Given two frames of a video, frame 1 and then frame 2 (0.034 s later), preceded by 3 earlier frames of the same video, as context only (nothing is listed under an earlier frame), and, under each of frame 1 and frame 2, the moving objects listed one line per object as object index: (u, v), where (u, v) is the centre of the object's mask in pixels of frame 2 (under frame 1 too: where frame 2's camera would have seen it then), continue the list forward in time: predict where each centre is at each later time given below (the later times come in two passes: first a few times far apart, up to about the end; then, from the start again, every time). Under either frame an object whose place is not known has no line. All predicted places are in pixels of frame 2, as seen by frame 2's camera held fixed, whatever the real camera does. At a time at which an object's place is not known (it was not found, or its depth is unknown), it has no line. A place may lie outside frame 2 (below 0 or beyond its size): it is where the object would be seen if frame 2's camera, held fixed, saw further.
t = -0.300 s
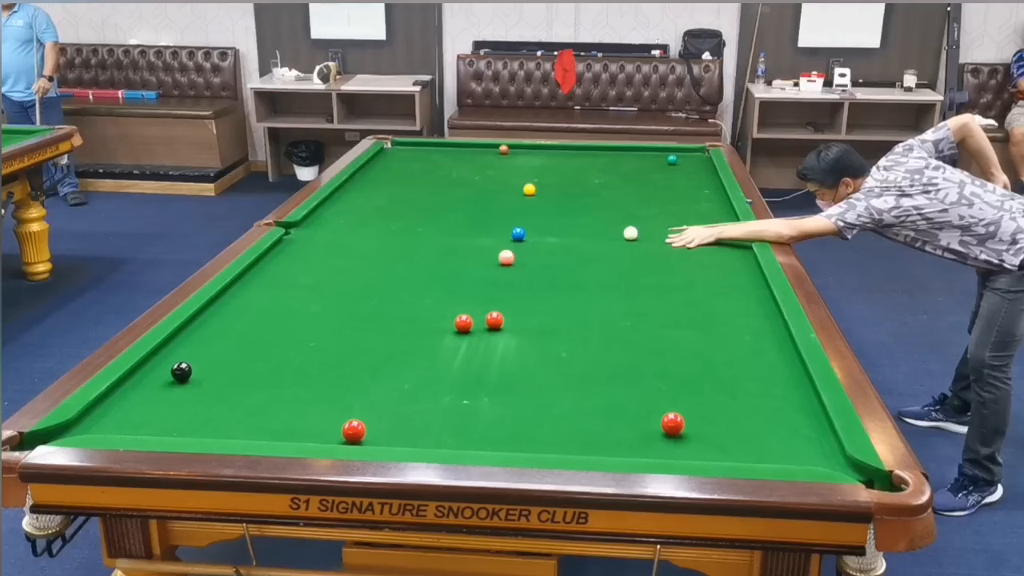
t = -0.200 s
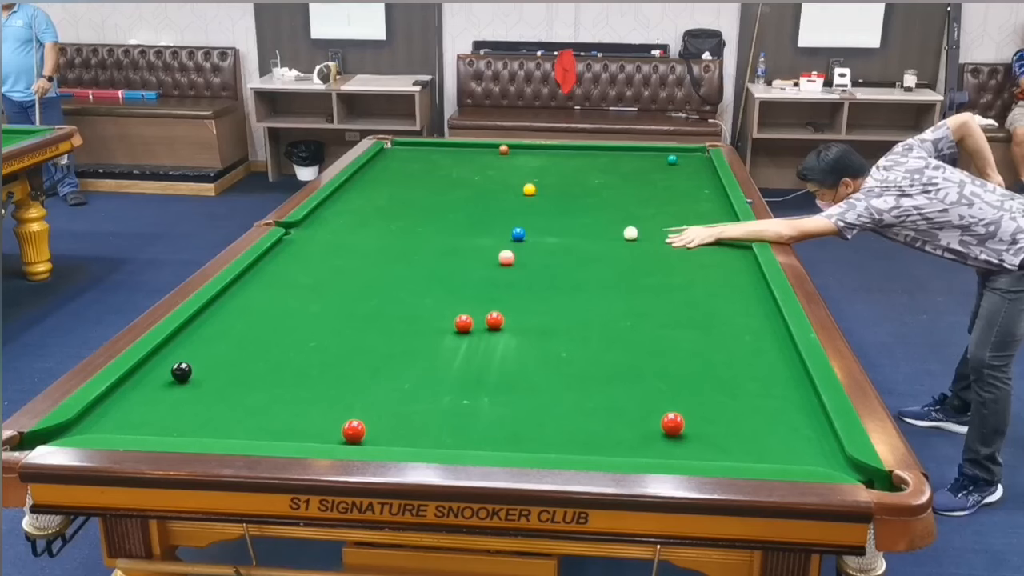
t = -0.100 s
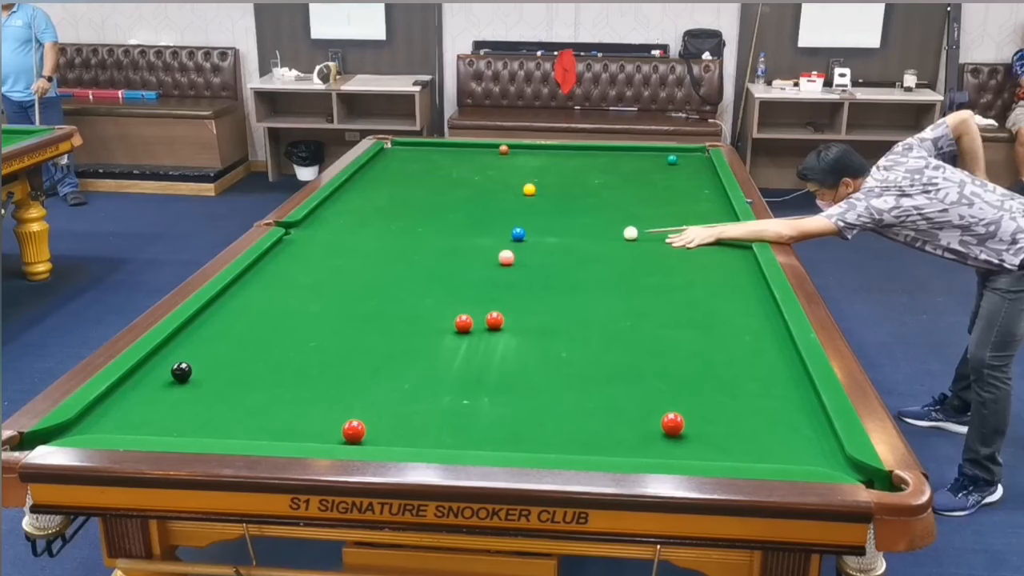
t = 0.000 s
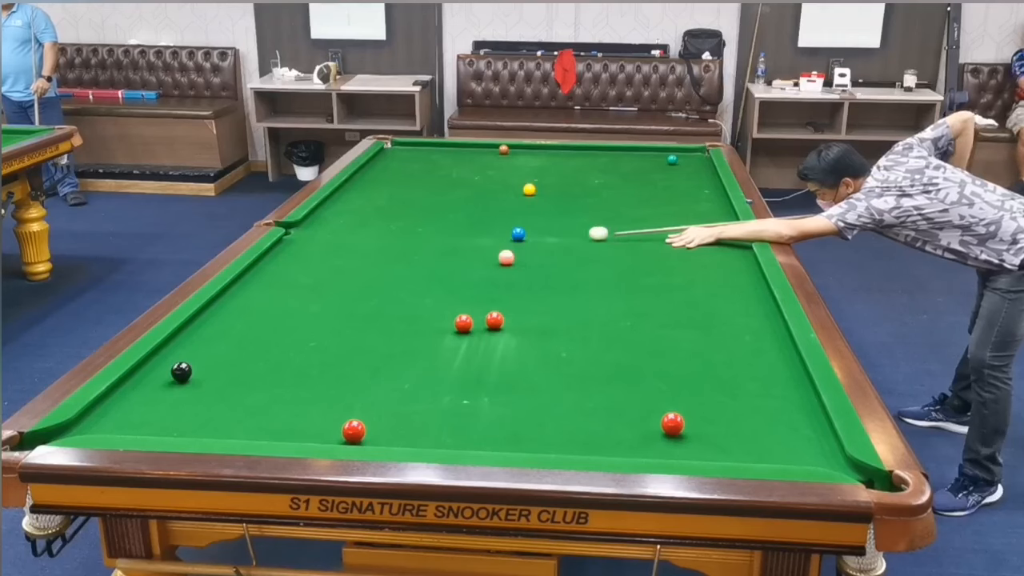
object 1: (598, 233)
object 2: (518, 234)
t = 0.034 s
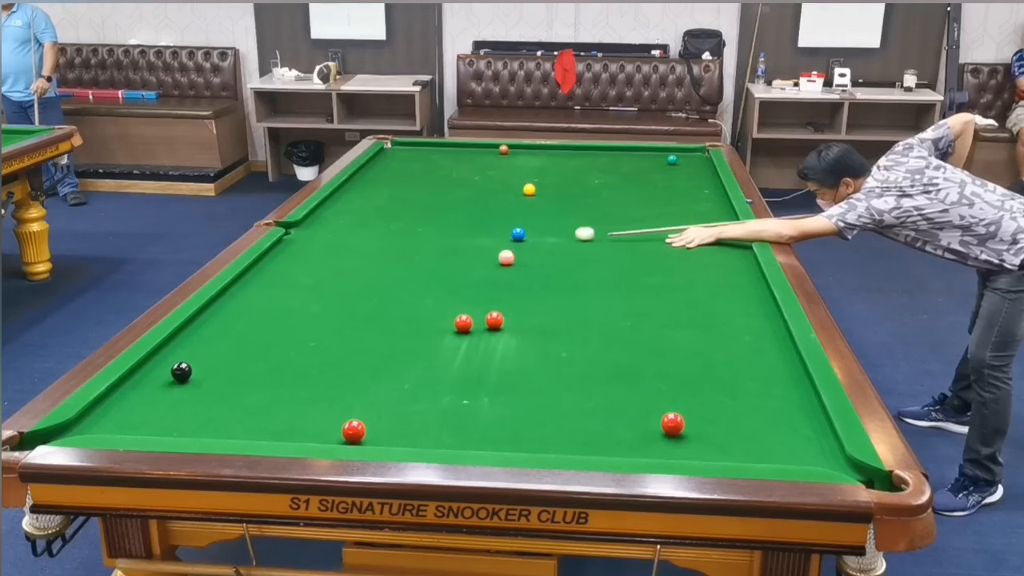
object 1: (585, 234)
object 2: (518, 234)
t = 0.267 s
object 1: (528, 236)
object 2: (492, 233)
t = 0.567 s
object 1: (502, 240)
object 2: (426, 231)
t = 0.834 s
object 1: (480, 243)
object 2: (371, 229)
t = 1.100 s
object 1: (459, 246)
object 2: (318, 228)
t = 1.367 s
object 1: (439, 249)
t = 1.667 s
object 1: (417, 253)
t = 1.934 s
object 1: (400, 255)
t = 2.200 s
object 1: (384, 258)
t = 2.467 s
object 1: (369, 260)
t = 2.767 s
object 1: (354, 261)
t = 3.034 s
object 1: (344, 263)
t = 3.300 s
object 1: (335, 264)
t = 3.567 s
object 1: (328, 264)
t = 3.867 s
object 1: (323, 265)
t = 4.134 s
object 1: (321, 265)
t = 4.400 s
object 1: (321, 265)
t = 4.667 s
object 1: (321, 265)
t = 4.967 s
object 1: (321, 265)
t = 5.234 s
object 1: (321, 265)
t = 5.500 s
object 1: (321, 265)
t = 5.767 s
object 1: (321, 265)
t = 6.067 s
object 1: (321, 265)
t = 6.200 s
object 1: (321, 265)
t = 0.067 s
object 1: (572, 234)
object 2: (518, 234)
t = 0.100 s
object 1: (559, 234)
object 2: (518, 234)
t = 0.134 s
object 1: (547, 234)
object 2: (518, 234)
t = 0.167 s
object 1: (535, 234)
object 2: (518, 234)
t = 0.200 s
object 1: (531, 235)
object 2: (511, 234)
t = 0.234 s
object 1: (530, 235)
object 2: (501, 234)
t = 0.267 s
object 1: (528, 236)
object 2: (492, 233)
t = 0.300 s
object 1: (525, 236)
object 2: (484, 233)
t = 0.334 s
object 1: (522, 237)
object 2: (476, 233)
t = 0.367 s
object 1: (519, 237)
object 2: (469, 233)
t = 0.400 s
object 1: (516, 238)
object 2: (462, 232)
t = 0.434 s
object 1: (513, 238)
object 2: (455, 232)
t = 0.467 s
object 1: (511, 238)
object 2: (447, 232)
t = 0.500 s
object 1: (508, 239)
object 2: (441, 232)
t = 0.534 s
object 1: (505, 239)
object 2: (433, 232)
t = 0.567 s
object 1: (502, 240)
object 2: (426, 231)
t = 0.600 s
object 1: (499, 240)
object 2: (419, 231)
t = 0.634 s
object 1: (496, 241)
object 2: (412, 231)
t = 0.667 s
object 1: (494, 241)
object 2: (405, 230)
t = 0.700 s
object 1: (491, 241)
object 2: (398, 230)
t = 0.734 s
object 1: (488, 242)
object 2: (392, 230)
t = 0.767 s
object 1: (485, 242)
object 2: (385, 230)
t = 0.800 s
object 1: (483, 243)
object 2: (378, 230)
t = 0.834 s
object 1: (480, 243)
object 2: (371, 229)
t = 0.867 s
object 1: (477, 244)
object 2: (365, 229)
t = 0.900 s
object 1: (474, 244)
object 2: (358, 229)
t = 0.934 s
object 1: (472, 244)
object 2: (351, 229)
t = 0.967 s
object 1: (469, 245)
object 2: (344, 229)
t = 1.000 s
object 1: (467, 245)
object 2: (338, 229)
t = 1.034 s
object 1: (464, 246)
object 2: (331, 228)
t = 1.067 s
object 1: (461, 246)
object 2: (325, 228)
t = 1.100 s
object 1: (459, 246)
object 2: (318, 228)
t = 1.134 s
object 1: (456, 247)
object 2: (312, 228)
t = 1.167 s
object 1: (454, 247)
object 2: (306, 227)
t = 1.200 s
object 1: (451, 247)
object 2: (299, 227)
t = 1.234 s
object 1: (449, 248)
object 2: (293, 227)
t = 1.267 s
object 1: (446, 248)
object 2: (288, 227)
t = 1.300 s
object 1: (443, 249)
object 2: (284, 229)
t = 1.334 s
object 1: (441, 249)
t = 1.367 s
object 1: (439, 249)
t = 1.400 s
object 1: (436, 250)
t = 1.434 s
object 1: (434, 250)
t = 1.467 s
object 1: (431, 251)
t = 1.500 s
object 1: (429, 251)
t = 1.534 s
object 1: (426, 251)
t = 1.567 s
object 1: (424, 252)
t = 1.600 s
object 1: (422, 252)
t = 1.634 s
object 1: (420, 252)
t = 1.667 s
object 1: (417, 253)
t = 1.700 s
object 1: (415, 253)
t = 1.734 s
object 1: (413, 253)
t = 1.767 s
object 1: (410, 254)
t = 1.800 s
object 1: (408, 254)
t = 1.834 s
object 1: (406, 254)
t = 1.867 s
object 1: (404, 255)
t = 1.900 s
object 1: (402, 255)
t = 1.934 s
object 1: (400, 255)
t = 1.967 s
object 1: (398, 256)
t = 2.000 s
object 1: (396, 256)
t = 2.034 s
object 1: (394, 256)
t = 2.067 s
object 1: (391, 256)
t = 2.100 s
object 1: (389, 257)
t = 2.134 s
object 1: (388, 257)
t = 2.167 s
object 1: (386, 257)
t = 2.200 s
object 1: (384, 258)
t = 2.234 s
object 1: (382, 258)
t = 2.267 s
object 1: (380, 258)
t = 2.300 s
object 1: (378, 258)
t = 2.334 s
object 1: (376, 259)
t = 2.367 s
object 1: (374, 259)
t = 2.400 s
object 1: (372, 259)
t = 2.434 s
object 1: (371, 259)
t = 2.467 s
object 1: (369, 260)
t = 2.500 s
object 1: (367, 260)
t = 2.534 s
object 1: (365, 260)
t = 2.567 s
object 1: (364, 260)
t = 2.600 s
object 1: (362, 260)
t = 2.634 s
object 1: (361, 261)
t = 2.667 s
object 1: (359, 261)
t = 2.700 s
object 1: (358, 261)
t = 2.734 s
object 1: (356, 261)
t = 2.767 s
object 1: (354, 261)
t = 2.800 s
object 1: (353, 262)
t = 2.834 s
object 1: (352, 262)
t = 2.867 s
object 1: (350, 262)
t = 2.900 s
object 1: (349, 262)
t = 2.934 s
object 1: (348, 262)
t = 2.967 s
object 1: (346, 262)
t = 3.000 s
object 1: (345, 262)
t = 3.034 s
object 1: (344, 263)
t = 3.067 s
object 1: (343, 263)
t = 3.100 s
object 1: (341, 263)
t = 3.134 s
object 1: (340, 263)
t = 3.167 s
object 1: (339, 263)
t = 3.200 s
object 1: (338, 263)
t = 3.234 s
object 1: (337, 263)
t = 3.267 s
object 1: (336, 263)
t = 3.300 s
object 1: (335, 264)
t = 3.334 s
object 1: (334, 264)
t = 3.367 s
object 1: (333, 264)
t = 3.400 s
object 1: (332, 264)
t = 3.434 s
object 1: (331, 264)
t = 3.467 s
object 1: (330, 264)
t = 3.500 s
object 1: (330, 264)
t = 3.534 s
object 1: (329, 264)
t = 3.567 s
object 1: (328, 264)
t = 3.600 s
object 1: (327, 264)
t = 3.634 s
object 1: (327, 265)
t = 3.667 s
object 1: (326, 265)
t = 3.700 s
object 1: (326, 265)
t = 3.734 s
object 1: (325, 265)
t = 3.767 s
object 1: (324, 265)
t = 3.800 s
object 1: (324, 265)
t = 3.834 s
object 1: (324, 265)
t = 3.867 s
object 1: (323, 265)
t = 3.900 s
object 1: (323, 265)
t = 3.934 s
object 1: (322, 265)
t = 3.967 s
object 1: (322, 265)
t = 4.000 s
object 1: (322, 265)
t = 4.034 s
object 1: (322, 265)
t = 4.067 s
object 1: (321, 265)
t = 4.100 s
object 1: (321, 265)
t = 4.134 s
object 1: (321, 265)
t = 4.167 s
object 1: (321, 265)
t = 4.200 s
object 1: (321, 265)
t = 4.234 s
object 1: (321, 265)
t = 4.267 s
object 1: (321, 265)
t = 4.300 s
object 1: (321, 265)
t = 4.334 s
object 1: (321, 265)
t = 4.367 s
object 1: (321, 265)
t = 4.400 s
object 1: (321, 265)
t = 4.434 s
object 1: (321, 265)
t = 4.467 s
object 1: (321, 265)
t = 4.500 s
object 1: (321, 265)
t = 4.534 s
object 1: (321, 265)
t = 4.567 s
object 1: (321, 265)
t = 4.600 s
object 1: (321, 265)
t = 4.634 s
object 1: (321, 265)
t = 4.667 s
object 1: (321, 265)
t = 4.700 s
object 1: (321, 265)
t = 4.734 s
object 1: (321, 265)
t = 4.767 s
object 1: (321, 265)
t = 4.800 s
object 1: (321, 265)
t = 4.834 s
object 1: (321, 265)
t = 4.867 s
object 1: (321, 265)
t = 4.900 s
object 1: (321, 265)
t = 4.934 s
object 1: (321, 265)
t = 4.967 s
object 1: (321, 265)
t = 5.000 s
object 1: (321, 265)
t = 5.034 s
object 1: (321, 265)
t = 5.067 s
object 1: (321, 265)
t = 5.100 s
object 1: (321, 265)
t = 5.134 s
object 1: (321, 265)
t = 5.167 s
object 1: (321, 265)
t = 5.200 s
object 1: (321, 265)
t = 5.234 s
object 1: (321, 265)
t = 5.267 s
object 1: (321, 265)
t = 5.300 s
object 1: (321, 265)
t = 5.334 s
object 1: (321, 265)
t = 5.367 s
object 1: (321, 265)
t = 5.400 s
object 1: (321, 265)
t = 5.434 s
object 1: (321, 265)
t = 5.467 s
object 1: (321, 265)
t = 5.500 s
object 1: (321, 265)
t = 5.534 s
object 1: (321, 265)
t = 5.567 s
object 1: (321, 265)
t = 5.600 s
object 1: (321, 265)
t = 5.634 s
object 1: (321, 265)
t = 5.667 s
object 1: (321, 265)
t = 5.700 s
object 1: (321, 265)
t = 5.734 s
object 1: (321, 265)
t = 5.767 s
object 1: (321, 265)
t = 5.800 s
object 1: (321, 265)
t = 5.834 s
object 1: (321, 265)
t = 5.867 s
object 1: (321, 265)
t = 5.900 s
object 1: (321, 265)
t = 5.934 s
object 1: (321, 265)
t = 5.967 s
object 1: (321, 265)
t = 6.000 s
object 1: (321, 265)
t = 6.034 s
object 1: (321, 265)
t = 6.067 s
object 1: (321, 265)
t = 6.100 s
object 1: (321, 265)
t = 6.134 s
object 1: (321, 265)
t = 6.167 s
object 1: (321, 265)
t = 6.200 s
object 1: (321, 265)
